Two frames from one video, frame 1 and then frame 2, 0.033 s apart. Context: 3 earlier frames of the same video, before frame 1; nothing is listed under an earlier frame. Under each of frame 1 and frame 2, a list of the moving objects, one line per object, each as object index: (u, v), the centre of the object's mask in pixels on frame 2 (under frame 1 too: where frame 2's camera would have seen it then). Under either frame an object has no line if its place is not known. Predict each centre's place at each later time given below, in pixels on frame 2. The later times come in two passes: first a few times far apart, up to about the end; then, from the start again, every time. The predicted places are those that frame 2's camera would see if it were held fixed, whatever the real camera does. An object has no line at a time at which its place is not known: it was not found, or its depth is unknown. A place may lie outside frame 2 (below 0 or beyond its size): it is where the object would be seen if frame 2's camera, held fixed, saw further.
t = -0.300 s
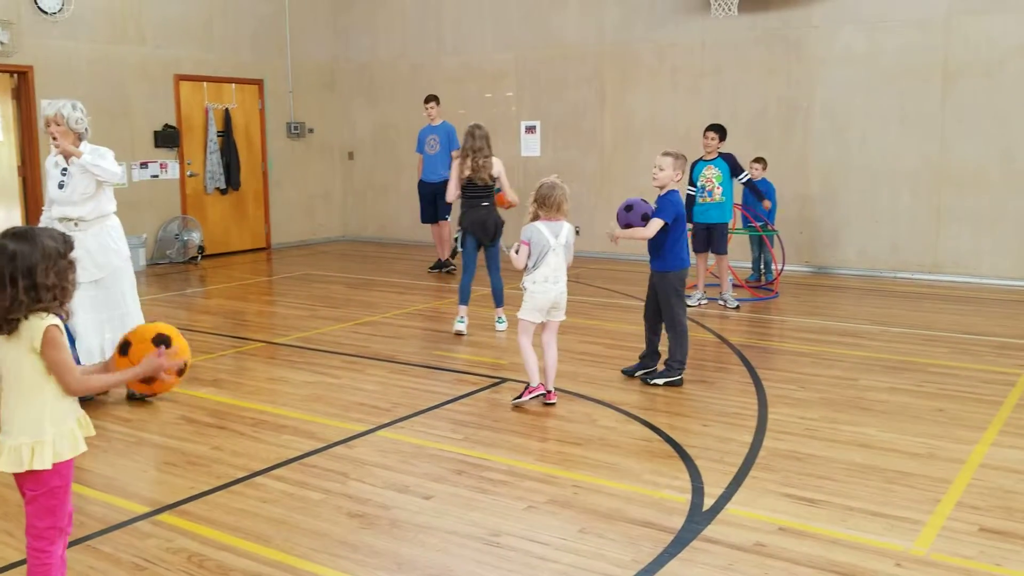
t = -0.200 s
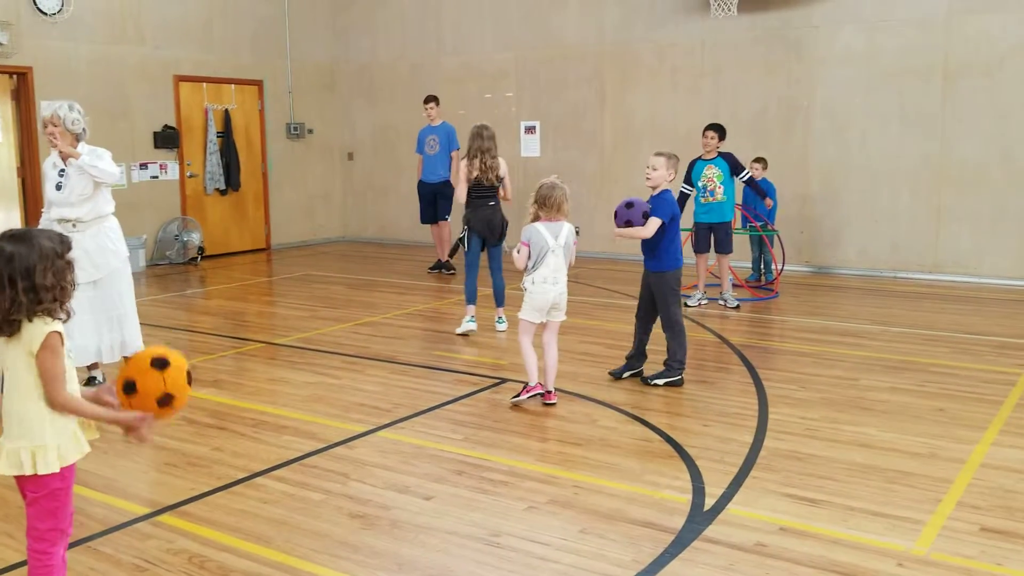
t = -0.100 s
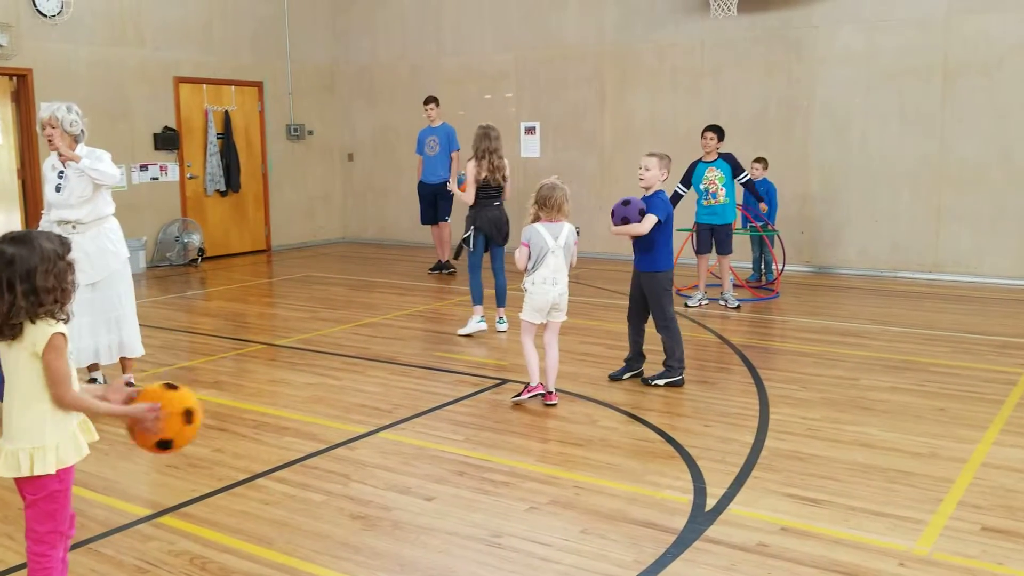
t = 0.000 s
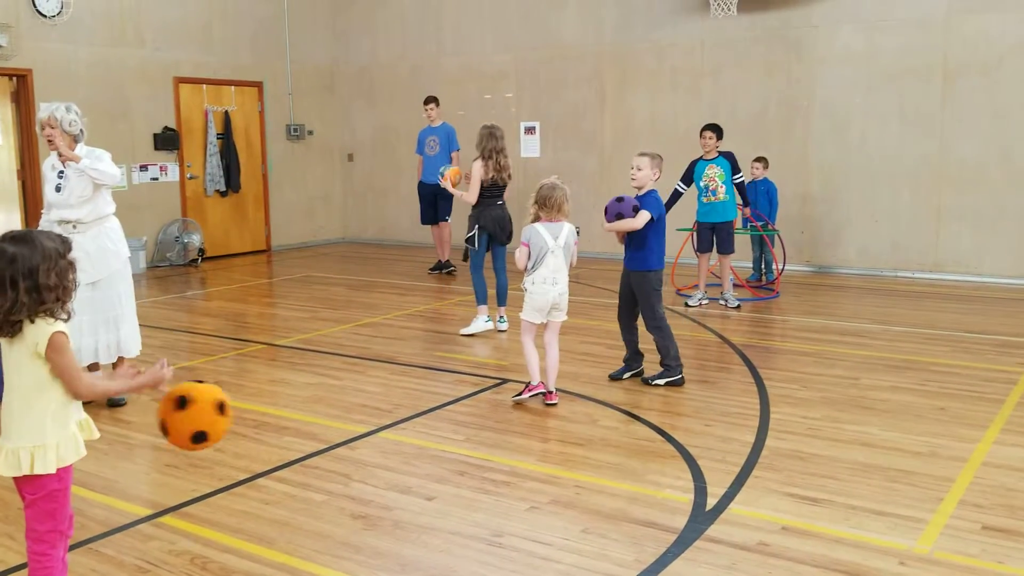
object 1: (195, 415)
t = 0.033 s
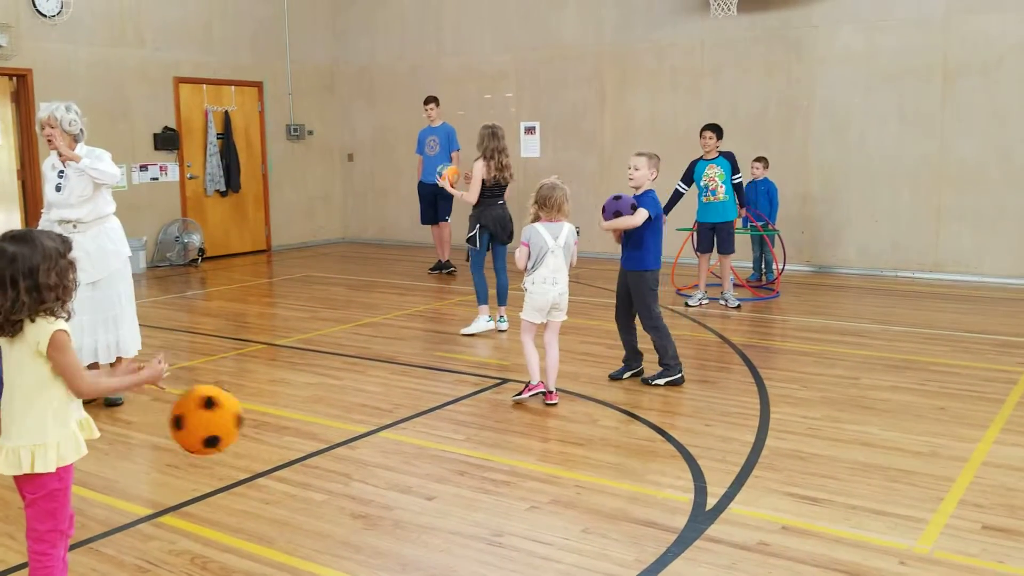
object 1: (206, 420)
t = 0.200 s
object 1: (262, 494)
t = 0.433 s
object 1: (327, 505)
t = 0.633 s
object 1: (377, 504)
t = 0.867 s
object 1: (430, 504)
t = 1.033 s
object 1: (466, 517)
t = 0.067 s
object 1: (216, 429)
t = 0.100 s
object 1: (227, 440)
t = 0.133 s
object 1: (239, 455)
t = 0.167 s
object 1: (250, 473)
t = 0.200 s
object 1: (262, 494)
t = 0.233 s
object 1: (272, 518)
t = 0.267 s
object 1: (284, 545)
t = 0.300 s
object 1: (294, 557)
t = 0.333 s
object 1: (302, 545)
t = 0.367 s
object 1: (310, 529)
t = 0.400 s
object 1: (318, 516)
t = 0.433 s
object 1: (327, 505)
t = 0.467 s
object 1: (335, 497)
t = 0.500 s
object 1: (343, 492)
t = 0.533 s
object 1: (351, 490)
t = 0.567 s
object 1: (360, 492)
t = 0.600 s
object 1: (368, 496)
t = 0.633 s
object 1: (377, 504)
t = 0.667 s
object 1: (385, 514)
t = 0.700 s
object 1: (393, 527)
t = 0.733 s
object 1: (401, 536)
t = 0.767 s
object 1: (409, 523)
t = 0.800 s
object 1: (416, 515)
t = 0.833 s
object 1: (423, 508)
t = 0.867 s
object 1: (430, 504)
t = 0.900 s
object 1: (437, 503)
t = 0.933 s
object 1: (444, 505)
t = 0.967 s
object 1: (451, 510)
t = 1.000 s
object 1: (459, 517)
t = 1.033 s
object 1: (466, 517)
